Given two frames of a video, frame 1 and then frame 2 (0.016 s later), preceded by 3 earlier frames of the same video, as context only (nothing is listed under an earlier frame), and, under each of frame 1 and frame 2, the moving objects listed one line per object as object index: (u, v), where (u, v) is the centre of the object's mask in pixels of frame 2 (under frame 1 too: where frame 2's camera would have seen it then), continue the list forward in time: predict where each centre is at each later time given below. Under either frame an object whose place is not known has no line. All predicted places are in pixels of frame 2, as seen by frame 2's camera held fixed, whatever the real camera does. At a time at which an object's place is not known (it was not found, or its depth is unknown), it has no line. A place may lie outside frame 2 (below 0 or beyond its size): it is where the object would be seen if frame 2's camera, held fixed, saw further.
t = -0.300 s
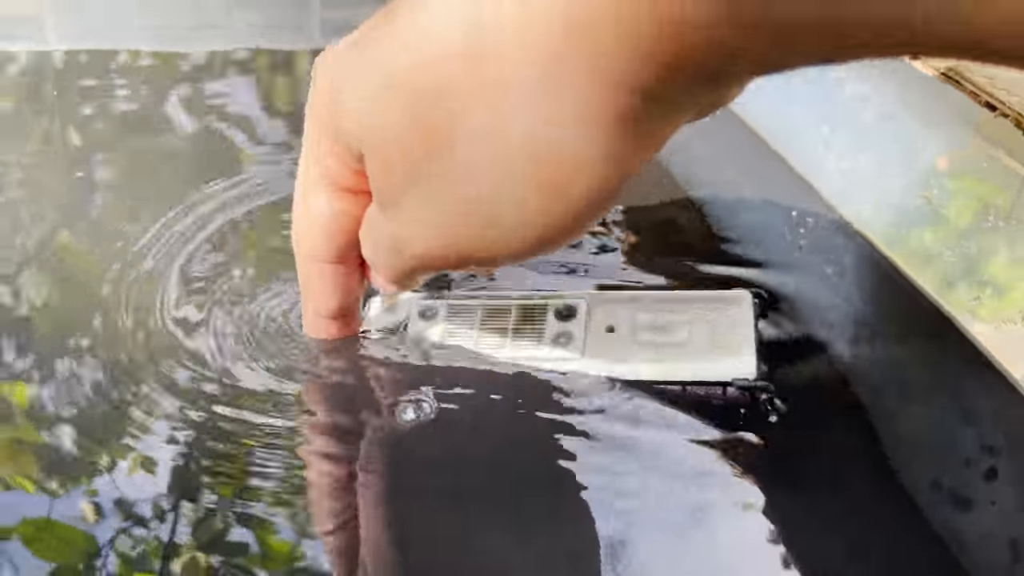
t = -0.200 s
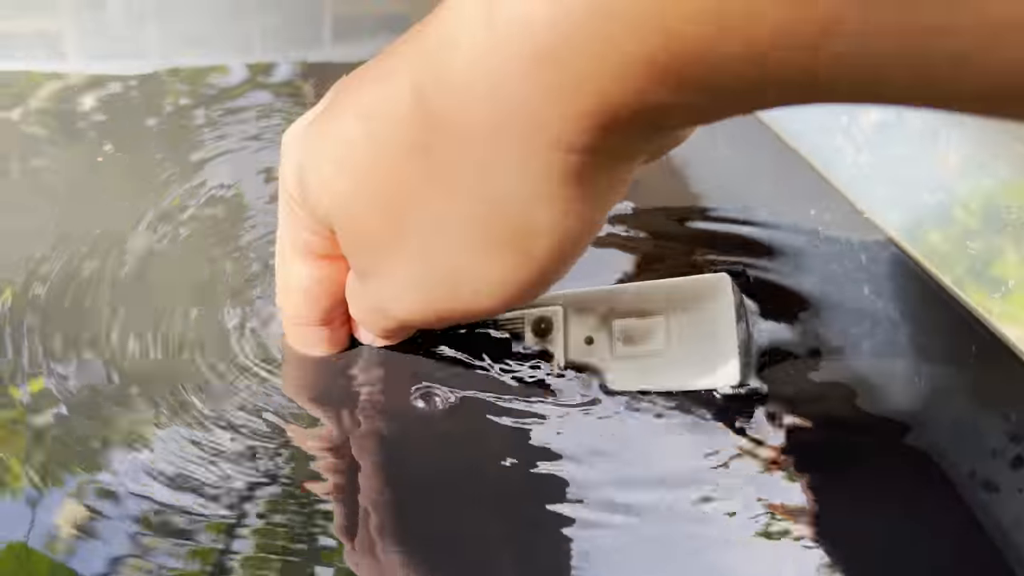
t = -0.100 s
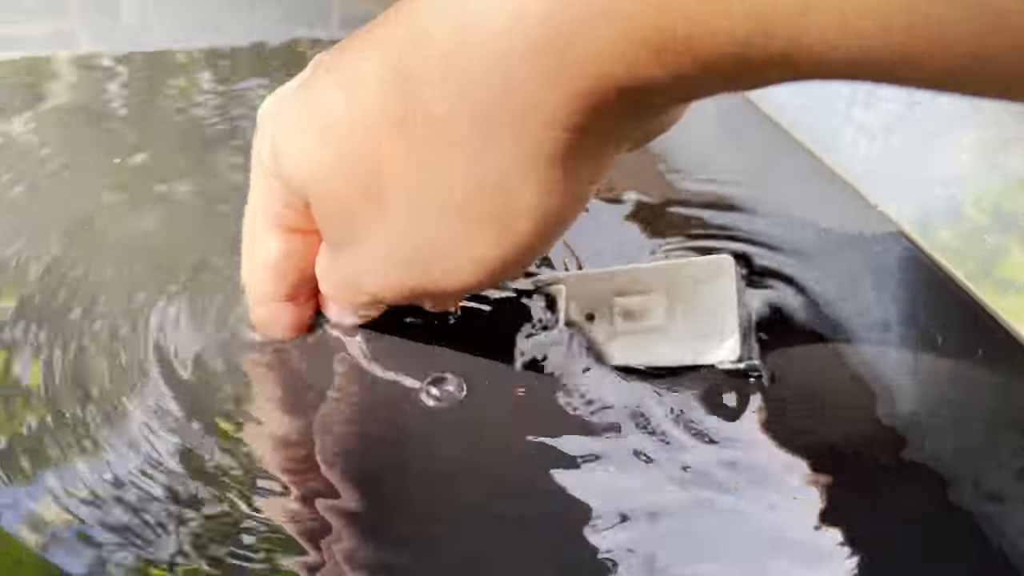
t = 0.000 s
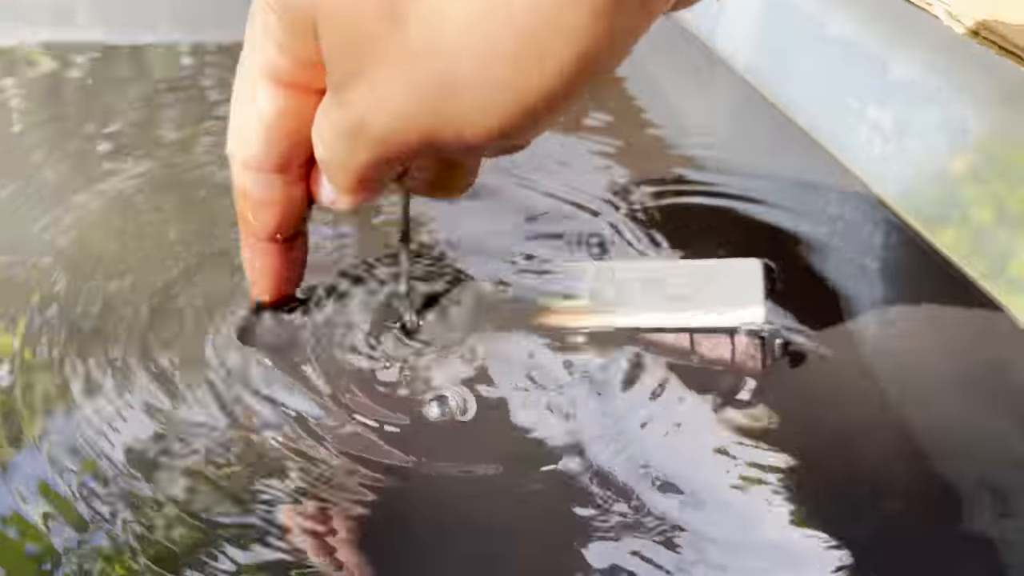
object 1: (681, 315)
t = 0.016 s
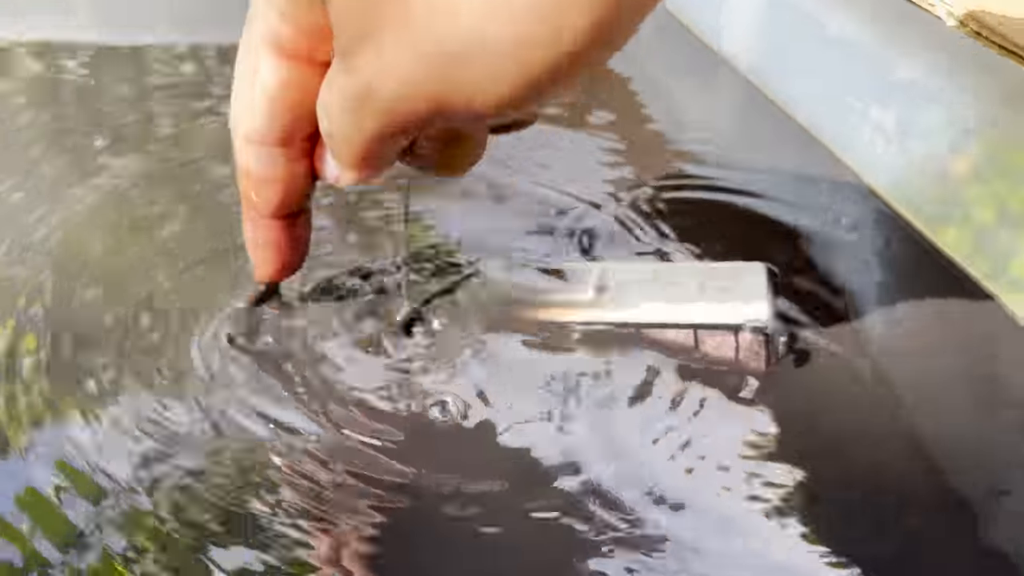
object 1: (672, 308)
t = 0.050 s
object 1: (671, 313)
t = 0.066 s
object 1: (660, 317)
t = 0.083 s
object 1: (641, 315)
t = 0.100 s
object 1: (643, 319)
